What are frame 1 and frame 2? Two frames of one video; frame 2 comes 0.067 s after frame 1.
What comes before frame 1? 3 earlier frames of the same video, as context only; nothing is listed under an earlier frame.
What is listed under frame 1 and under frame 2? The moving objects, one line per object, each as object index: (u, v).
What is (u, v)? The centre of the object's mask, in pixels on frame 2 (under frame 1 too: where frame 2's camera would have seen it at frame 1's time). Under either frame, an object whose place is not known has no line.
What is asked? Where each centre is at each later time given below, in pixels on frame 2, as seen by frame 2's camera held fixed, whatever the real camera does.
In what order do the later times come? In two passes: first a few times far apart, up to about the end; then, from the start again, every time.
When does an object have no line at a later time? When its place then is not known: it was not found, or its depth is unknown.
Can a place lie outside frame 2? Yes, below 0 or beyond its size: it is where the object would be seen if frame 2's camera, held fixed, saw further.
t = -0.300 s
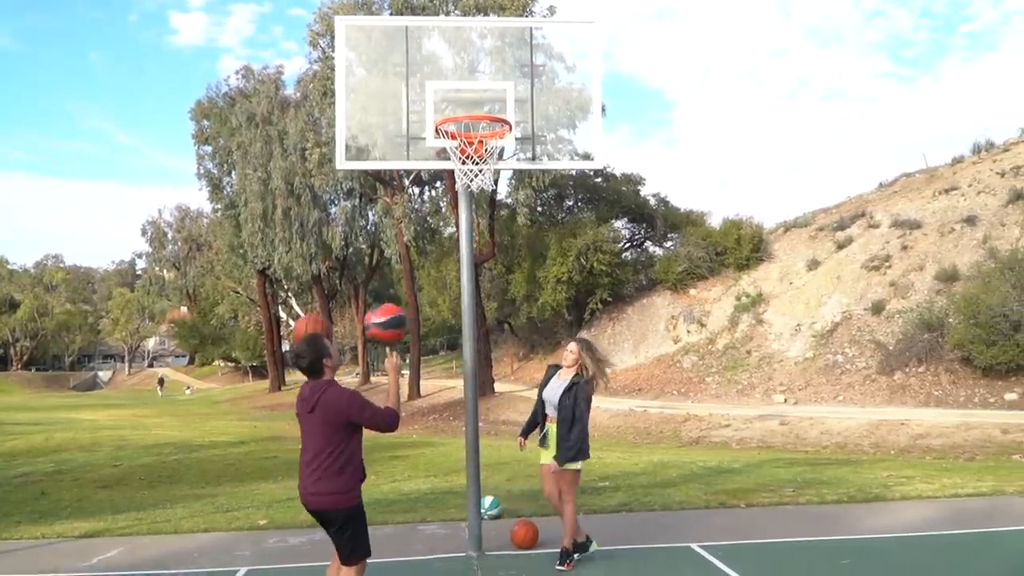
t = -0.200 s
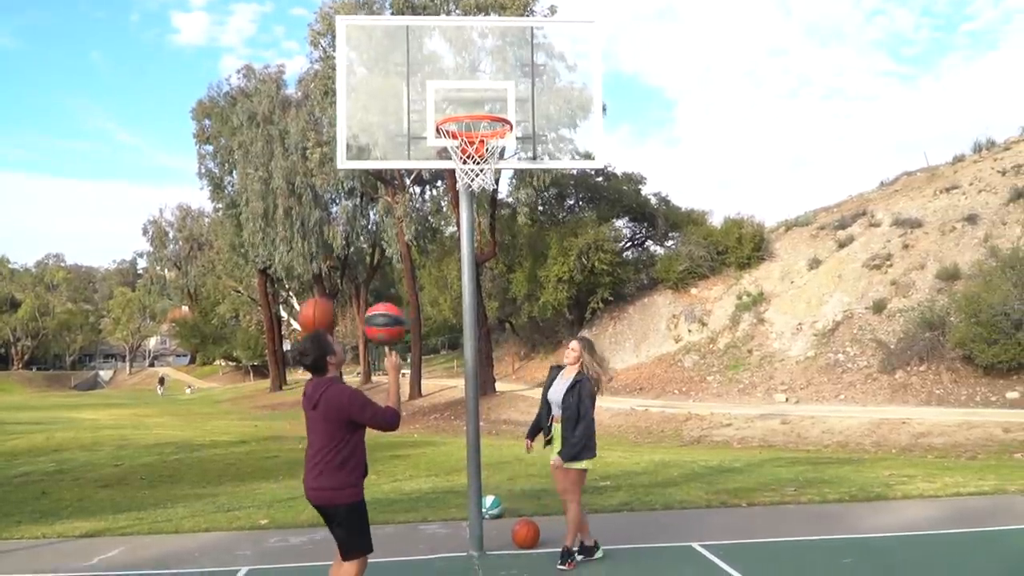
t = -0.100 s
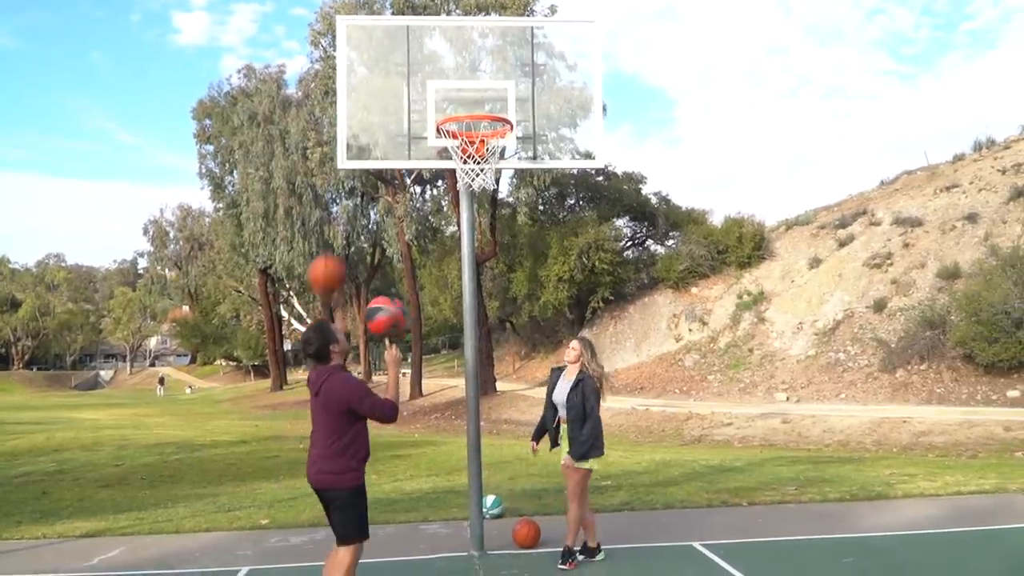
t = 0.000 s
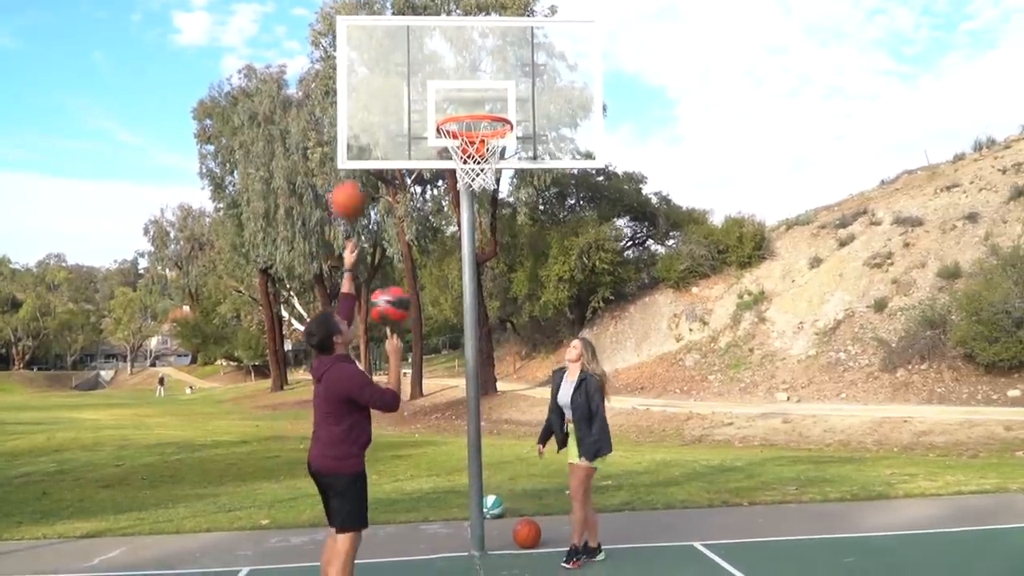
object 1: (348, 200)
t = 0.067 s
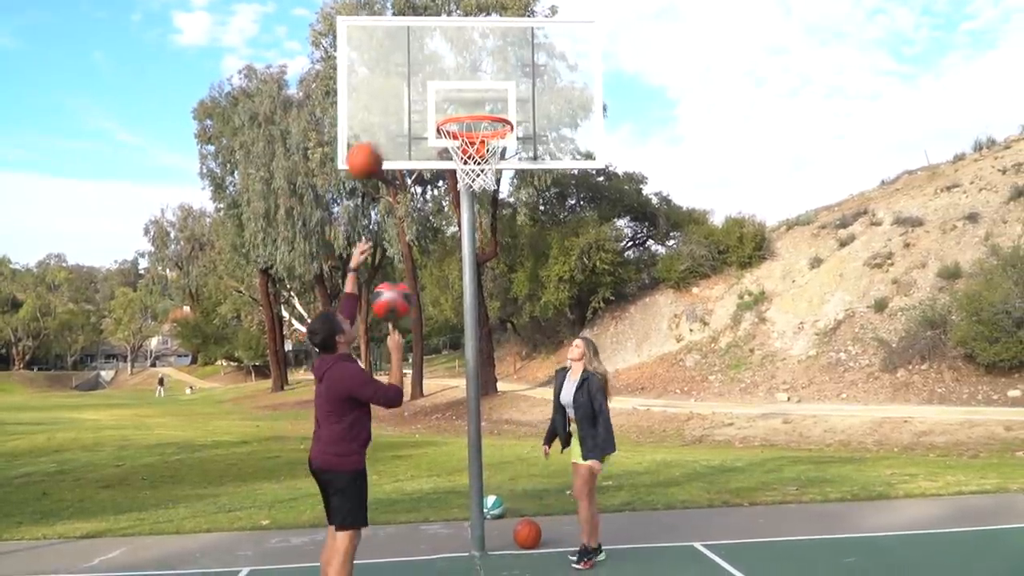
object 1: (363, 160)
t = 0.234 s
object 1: (398, 97)
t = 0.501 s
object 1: (433, 90)
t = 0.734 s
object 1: (465, 94)
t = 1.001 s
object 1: (482, 123)
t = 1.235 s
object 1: (472, 183)
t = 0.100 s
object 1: (371, 144)
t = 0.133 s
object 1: (378, 130)
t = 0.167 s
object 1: (385, 117)
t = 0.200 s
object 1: (392, 106)
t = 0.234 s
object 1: (398, 97)
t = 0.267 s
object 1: (405, 90)
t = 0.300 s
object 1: (411, 84)
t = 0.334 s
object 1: (414, 81)
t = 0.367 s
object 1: (418, 80)
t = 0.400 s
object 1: (421, 80)
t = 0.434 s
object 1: (425, 81)
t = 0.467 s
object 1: (429, 84)
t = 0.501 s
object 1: (433, 90)
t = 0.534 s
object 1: (437, 96)
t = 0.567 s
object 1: (440, 104)
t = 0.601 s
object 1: (445, 102)
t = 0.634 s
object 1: (450, 98)
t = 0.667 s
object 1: (455, 96)
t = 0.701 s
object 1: (460, 94)
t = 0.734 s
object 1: (465, 94)
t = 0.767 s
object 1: (470, 96)
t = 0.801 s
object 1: (475, 98)
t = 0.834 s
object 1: (480, 101)
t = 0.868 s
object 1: (486, 104)
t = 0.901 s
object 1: (484, 112)
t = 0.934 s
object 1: (484, 114)
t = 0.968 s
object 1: (483, 118)
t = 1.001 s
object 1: (482, 123)
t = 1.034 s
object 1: (481, 131)
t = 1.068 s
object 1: (478, 140)
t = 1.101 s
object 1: (476, 150)
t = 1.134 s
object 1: (475, 156)
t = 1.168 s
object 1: (476, 162)
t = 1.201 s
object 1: (475, 181)
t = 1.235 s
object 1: (472, 183)
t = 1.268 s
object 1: (472, 188)
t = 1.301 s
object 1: (470, 196)
